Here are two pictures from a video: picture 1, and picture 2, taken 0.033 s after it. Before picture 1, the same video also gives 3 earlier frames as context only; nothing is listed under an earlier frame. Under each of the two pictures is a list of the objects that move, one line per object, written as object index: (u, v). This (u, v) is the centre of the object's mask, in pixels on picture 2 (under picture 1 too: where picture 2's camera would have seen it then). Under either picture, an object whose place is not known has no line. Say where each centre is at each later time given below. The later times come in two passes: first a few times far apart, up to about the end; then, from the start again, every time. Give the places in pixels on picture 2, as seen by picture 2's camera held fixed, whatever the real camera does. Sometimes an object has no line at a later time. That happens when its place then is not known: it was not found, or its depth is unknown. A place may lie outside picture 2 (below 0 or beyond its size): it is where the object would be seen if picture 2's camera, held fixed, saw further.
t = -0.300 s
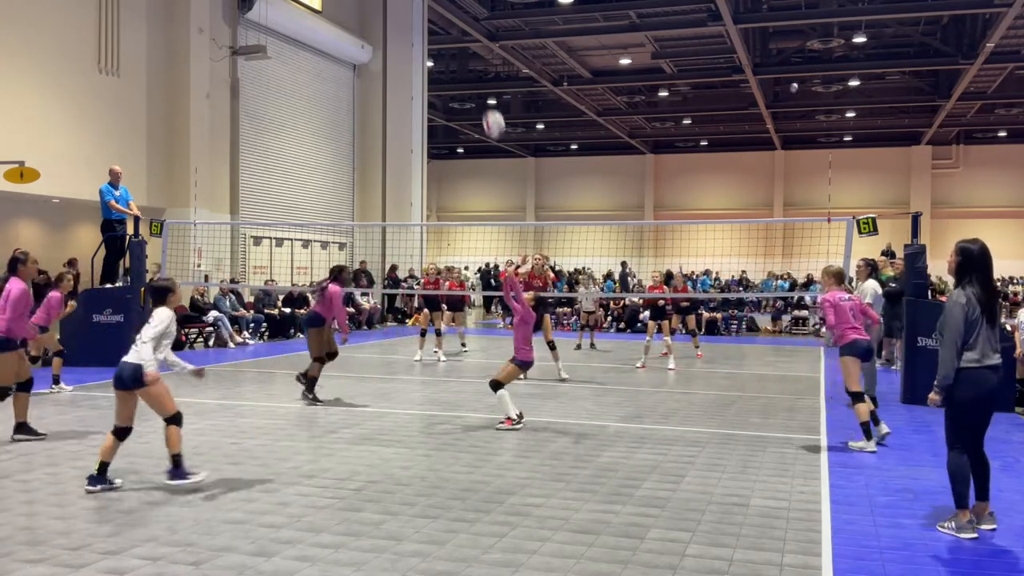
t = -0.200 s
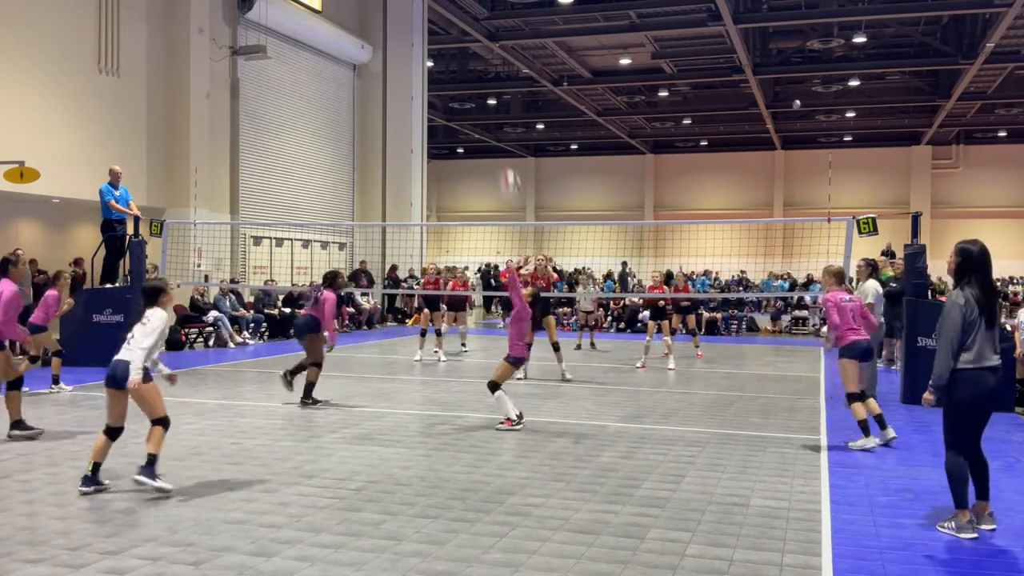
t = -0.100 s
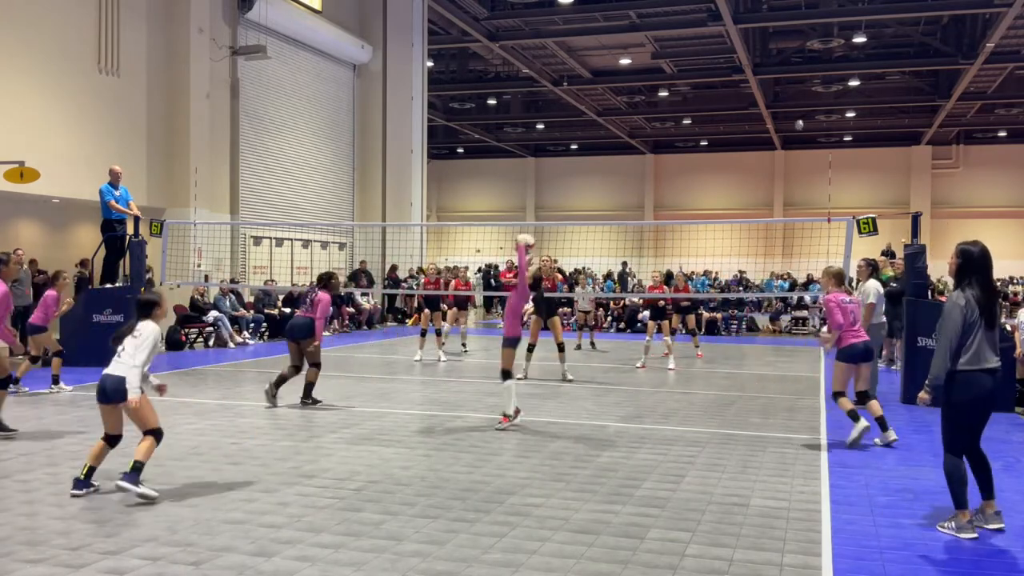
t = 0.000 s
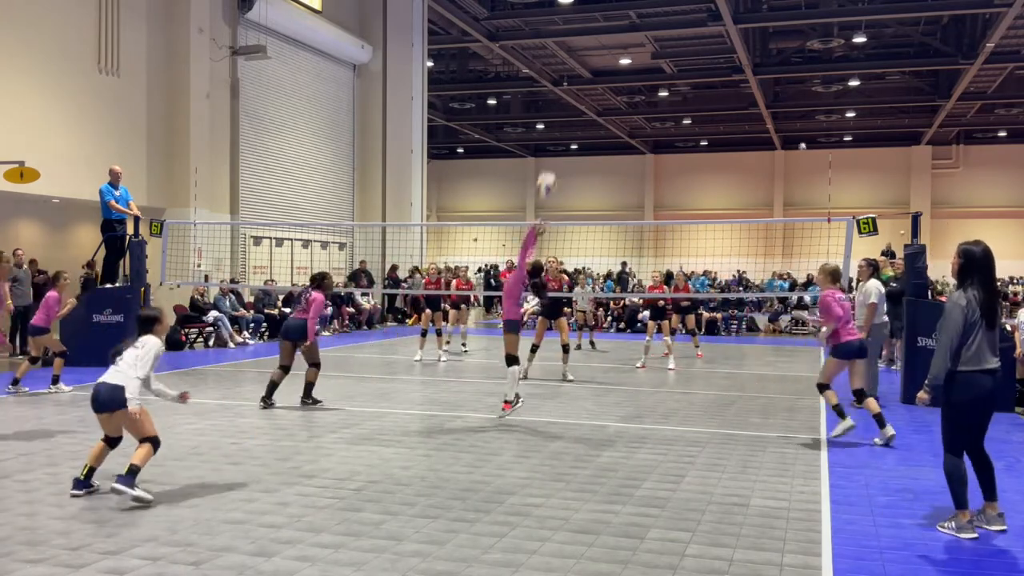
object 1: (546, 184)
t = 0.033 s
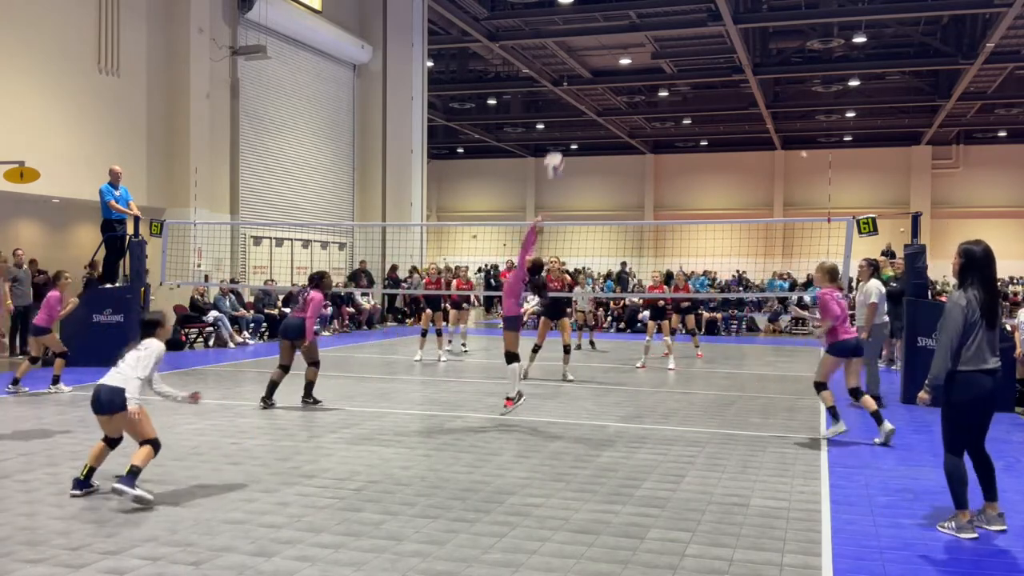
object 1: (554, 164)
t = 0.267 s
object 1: (603, 65)
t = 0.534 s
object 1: (655, 25)
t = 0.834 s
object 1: (708, 63)
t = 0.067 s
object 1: (560, 147)
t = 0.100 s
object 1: (567, 131)
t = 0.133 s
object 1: (575, 115)
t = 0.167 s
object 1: (582, 101)
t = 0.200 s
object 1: (589, 88)
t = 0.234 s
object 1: (596, 76)
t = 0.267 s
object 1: (603, 65)
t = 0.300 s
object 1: (610, 57)
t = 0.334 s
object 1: (617, 48)
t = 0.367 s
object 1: (623, 41)
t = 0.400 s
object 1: (629, 36)
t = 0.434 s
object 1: (636, 31)
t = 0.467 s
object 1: (642, 27)
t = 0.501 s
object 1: (648, 25)
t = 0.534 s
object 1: (655, 25)
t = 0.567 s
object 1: (661, 24)
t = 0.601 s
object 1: (667, 25)
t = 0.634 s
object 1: (673, 28)
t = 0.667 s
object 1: (679, 31)
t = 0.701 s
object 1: (685, 35)
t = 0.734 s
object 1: (690, 41)
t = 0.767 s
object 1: (696, 47)
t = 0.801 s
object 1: (702, 54)
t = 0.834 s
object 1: (708, 63)
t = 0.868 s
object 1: (713, 72)
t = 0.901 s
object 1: (719, 82)
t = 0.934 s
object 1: (724, 93)
